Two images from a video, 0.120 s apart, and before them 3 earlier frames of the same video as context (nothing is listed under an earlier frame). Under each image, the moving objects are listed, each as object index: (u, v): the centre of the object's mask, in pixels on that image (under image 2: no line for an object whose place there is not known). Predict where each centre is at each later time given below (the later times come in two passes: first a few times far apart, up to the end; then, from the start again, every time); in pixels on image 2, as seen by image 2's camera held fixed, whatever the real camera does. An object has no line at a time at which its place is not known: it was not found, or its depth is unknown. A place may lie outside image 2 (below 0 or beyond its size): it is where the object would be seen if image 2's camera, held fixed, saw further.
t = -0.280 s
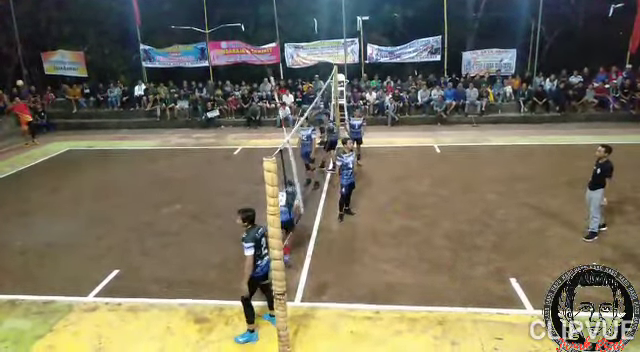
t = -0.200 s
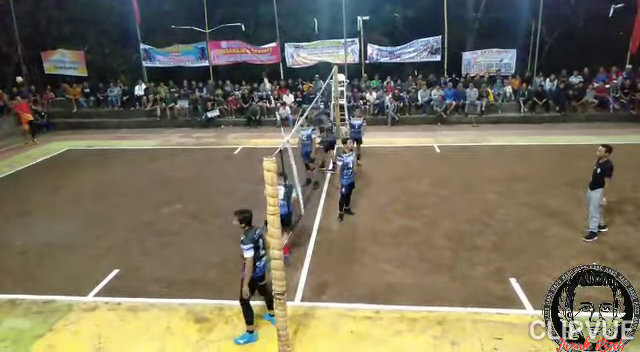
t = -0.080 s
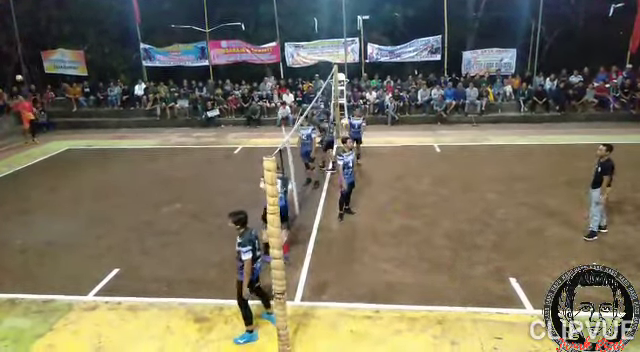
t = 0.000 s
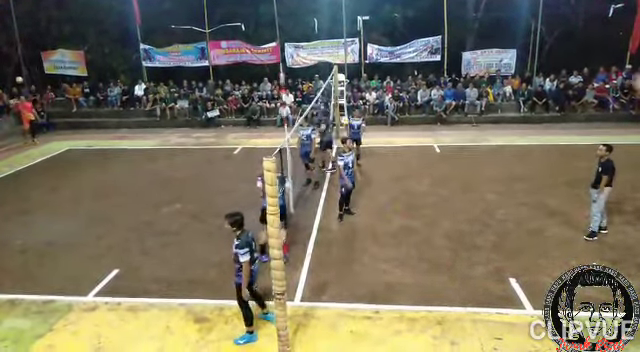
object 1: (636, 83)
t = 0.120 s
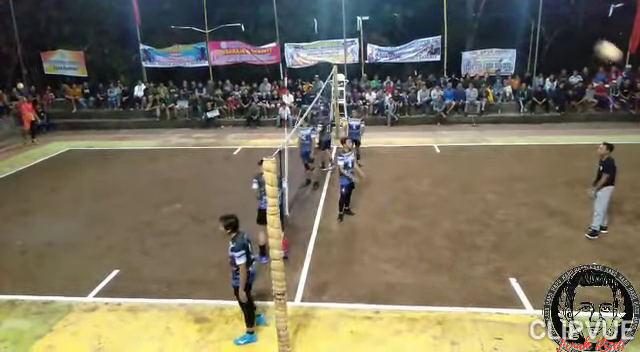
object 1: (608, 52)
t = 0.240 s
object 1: (572, 31)
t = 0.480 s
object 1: (506, 25)
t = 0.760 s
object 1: (441, 66)
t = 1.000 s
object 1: (398, 127)
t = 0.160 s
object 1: (596, 43)
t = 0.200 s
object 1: (584, 36)
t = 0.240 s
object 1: (572, 31)
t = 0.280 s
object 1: (560, 27)
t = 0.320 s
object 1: (550, 24)
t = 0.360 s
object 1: (539, 22)
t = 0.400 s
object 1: (528, 22)
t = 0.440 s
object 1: (516, 23)
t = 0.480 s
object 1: (506, 25)
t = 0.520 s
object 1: (496, 28)
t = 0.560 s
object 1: (485, 33)
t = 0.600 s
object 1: (476, 38)
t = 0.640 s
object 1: (467, 43)
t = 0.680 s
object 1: (458, 50)
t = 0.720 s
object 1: (450, 58)
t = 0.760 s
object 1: (441, 66)
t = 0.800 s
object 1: (433, 76)
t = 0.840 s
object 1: (426, 85)
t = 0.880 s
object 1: (418, 95)
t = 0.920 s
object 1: (411, 105)
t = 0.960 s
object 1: (404, 116)
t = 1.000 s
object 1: (398, 127)
